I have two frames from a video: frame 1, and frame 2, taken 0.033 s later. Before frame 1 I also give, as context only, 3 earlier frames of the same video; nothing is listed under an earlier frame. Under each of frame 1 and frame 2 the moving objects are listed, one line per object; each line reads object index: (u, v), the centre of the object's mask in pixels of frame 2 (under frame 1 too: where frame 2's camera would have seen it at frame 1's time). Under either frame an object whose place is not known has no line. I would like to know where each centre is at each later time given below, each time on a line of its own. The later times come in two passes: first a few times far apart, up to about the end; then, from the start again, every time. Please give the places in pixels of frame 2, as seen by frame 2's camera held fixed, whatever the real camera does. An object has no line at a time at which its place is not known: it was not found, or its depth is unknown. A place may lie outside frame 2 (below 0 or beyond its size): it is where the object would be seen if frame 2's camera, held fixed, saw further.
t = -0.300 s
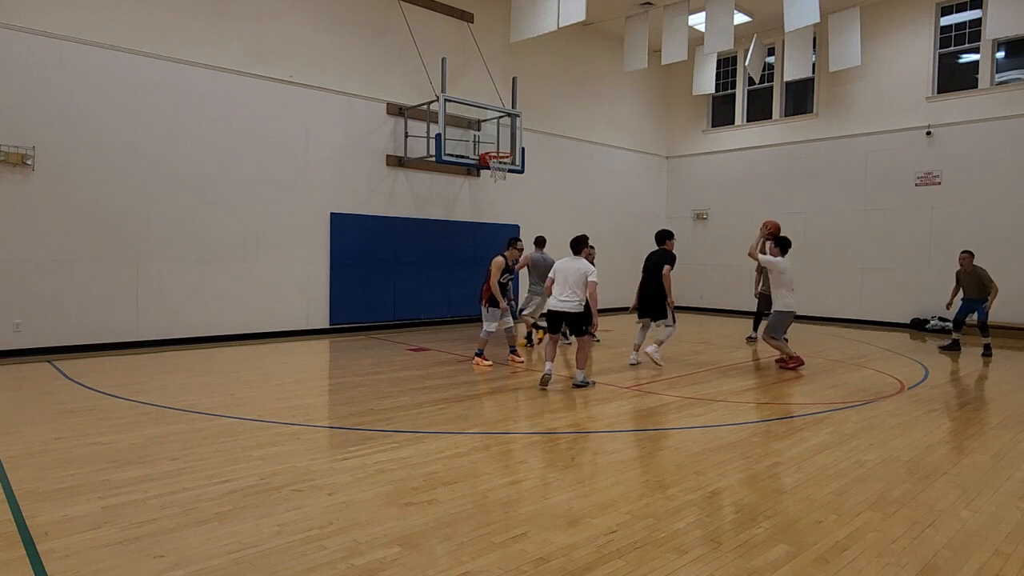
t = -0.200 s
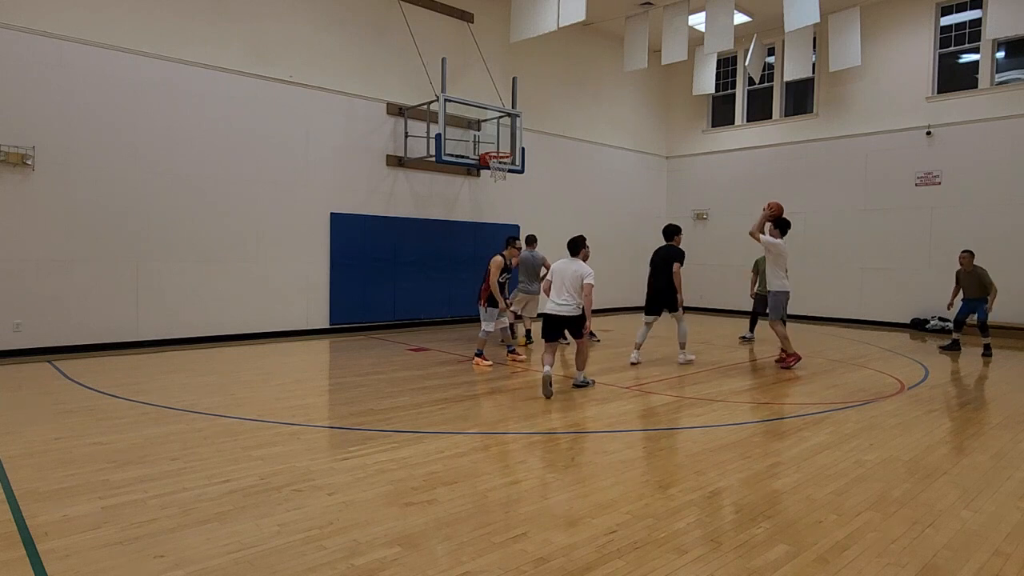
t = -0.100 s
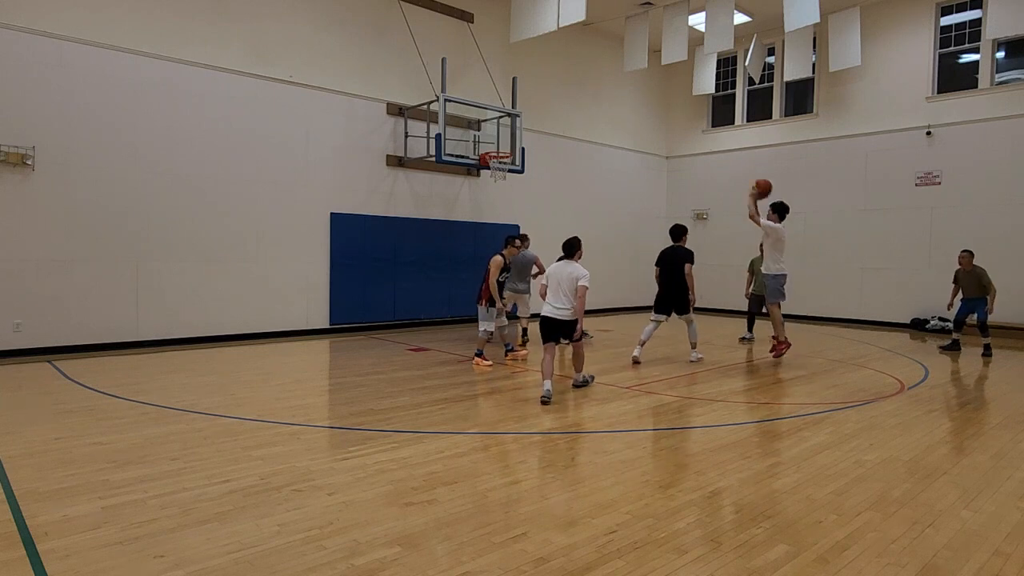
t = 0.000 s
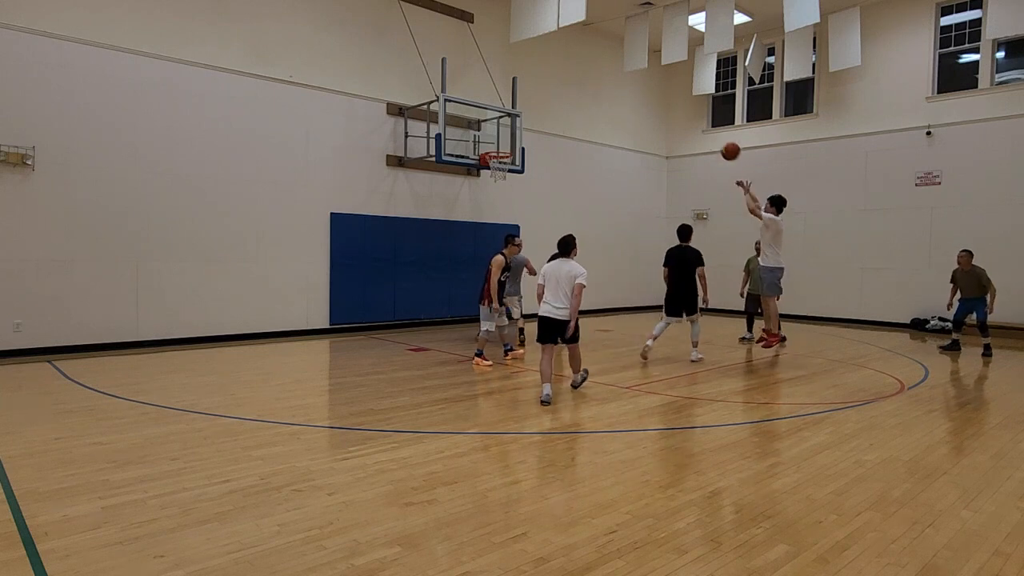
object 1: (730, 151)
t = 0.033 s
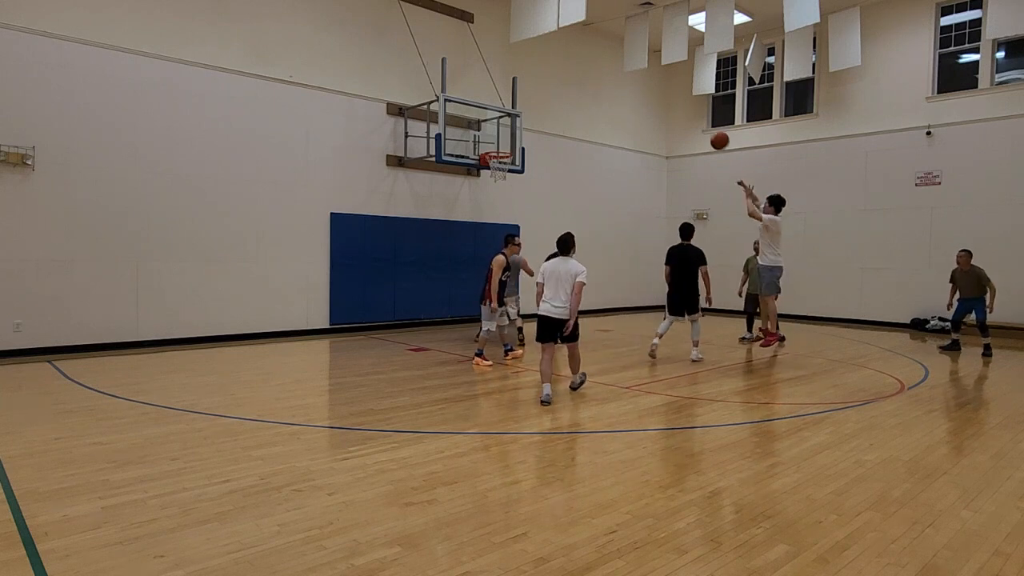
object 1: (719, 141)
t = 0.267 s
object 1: (650, 95)
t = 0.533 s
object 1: (583, 91)
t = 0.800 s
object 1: (527, 131)
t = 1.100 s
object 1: (510, 133)
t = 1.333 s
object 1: (529, 129)
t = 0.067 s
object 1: (709, 131)
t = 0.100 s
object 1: (698, 122)
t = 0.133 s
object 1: (688, 115)
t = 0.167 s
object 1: (678, 109)
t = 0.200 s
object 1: (669, 103)
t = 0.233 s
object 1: (659, 98)
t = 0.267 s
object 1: (650, 95)
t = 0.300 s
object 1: (641, 92)
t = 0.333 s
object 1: (632, 89)
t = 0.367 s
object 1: (624, 87)
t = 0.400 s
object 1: (615, 87)
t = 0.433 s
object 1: (607, 87)
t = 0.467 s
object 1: (599, 88)
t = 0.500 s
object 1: (591, 89)
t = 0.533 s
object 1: (583, 91)
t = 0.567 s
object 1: (576, 94)
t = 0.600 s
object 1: (568, 98)
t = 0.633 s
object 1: (561, 102)
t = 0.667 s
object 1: (554, 107)
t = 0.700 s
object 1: (547, 112)
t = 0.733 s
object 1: (540, 118)
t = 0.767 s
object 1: (534, 124)
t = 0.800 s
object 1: (527, 131)
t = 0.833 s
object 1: (521, 138)
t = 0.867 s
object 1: (514, 146)
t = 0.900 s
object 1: (512, 146)
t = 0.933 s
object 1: (511, 143)
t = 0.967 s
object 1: (512, 139)
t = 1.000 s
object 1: (511, 136)
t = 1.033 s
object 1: (511, 135)
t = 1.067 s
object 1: (511, 133)
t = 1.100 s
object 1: (510, 133)
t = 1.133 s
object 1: (512, 131)
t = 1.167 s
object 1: (515, 129)
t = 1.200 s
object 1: (518, 128)
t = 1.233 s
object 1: (521, 128)
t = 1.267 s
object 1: (523, 127)
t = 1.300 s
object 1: (526, 128)
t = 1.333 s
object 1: (529, 129)
